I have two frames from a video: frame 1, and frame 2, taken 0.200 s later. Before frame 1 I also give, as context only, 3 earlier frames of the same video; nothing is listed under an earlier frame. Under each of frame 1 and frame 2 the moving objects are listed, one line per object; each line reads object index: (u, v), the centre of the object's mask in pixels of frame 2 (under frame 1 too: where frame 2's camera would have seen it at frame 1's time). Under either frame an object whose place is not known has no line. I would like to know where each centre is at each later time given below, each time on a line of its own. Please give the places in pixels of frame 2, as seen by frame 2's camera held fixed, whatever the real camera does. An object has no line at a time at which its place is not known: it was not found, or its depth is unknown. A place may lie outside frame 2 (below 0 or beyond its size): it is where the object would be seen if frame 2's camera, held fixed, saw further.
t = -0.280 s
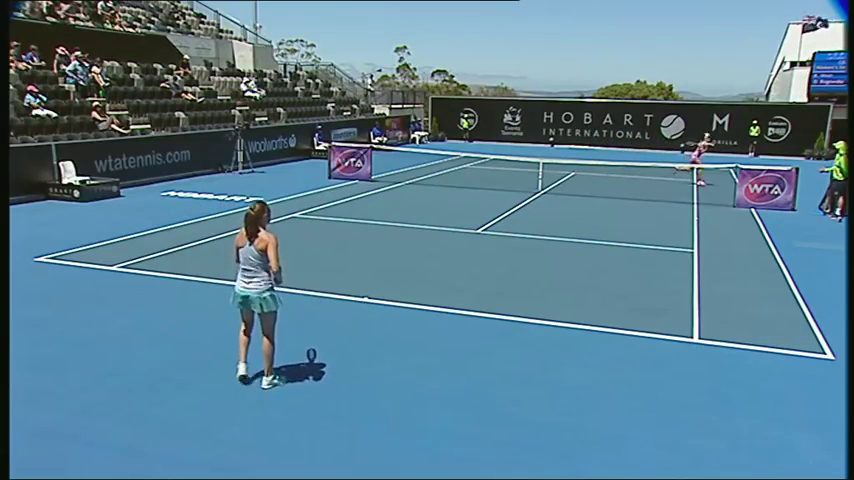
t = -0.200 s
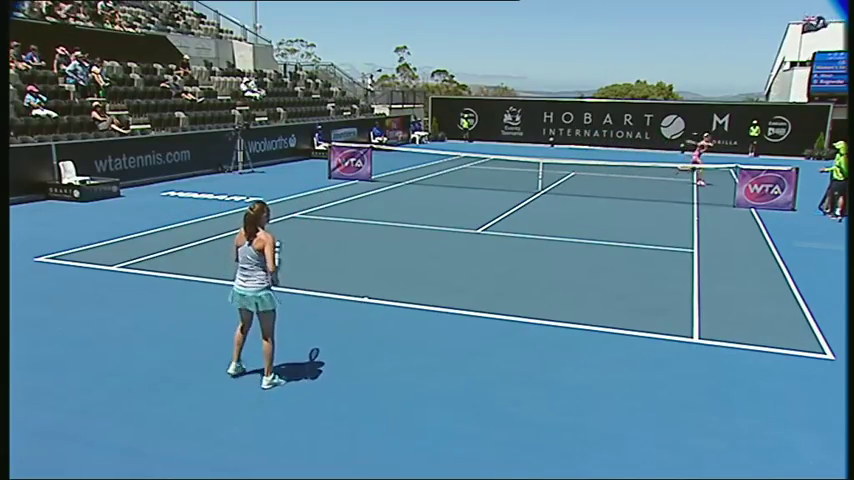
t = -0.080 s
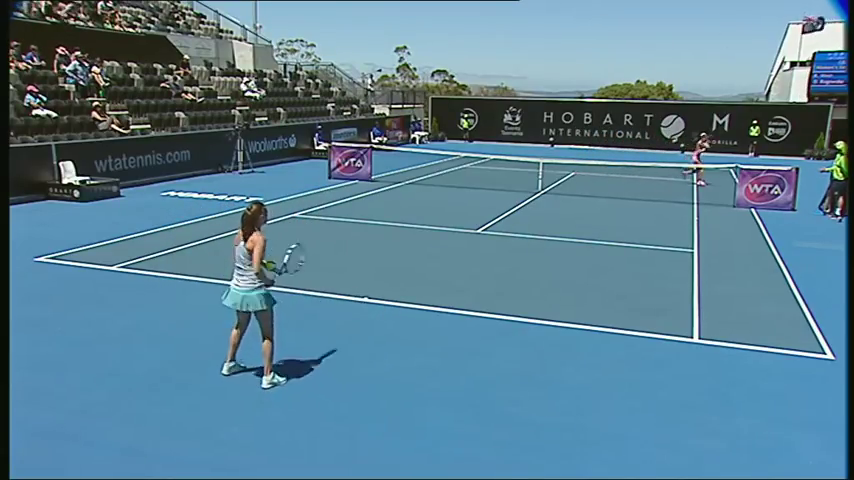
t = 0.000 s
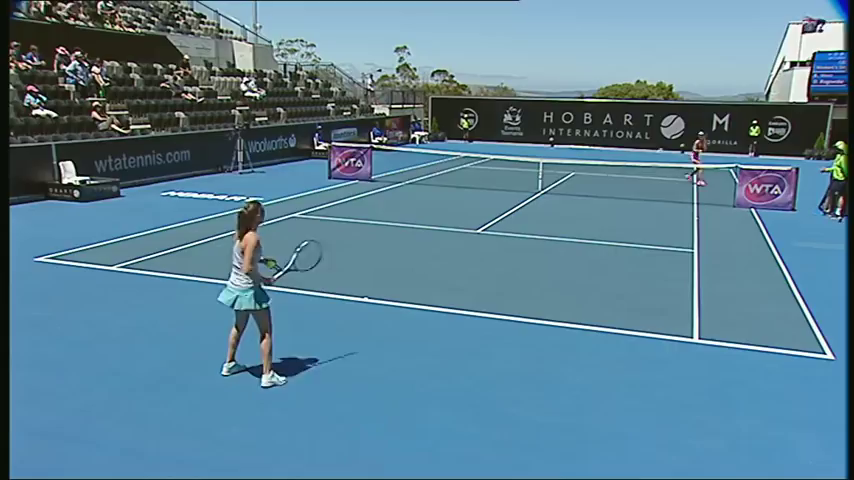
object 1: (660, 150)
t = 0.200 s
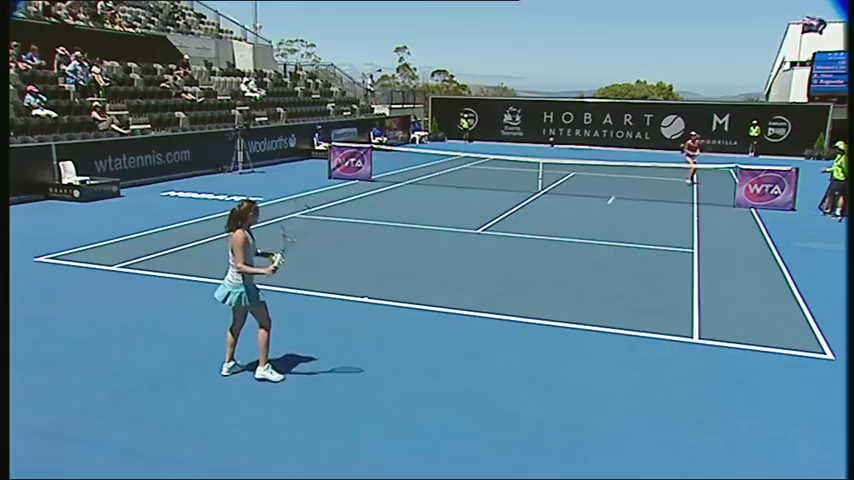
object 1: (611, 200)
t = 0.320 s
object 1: (575, 252)
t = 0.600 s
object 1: (486, 236)
